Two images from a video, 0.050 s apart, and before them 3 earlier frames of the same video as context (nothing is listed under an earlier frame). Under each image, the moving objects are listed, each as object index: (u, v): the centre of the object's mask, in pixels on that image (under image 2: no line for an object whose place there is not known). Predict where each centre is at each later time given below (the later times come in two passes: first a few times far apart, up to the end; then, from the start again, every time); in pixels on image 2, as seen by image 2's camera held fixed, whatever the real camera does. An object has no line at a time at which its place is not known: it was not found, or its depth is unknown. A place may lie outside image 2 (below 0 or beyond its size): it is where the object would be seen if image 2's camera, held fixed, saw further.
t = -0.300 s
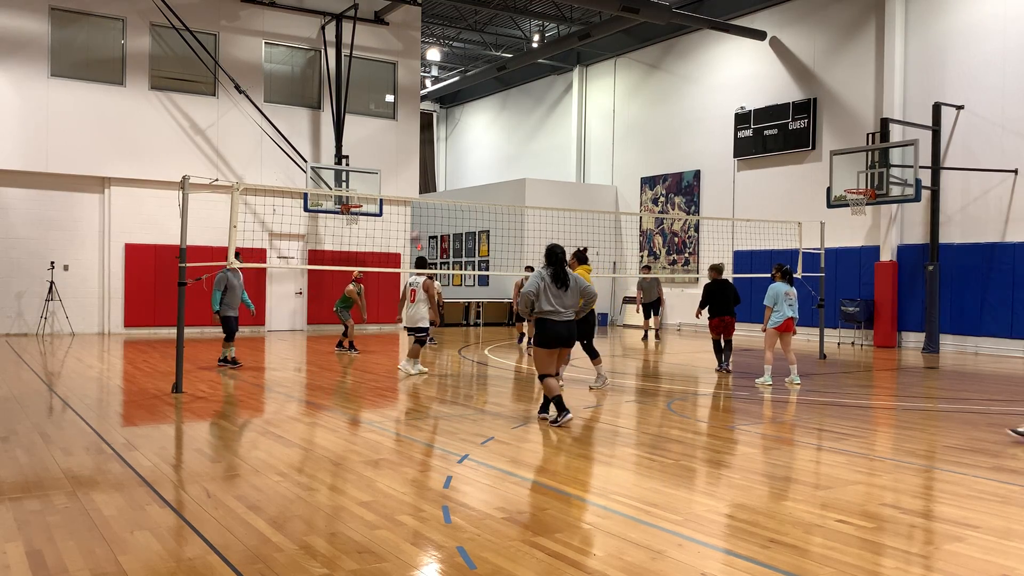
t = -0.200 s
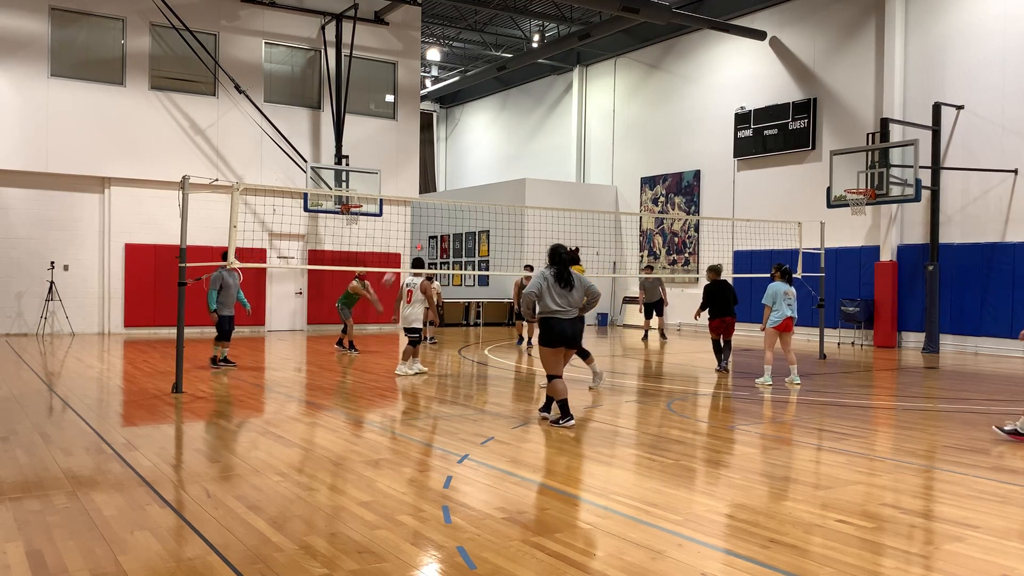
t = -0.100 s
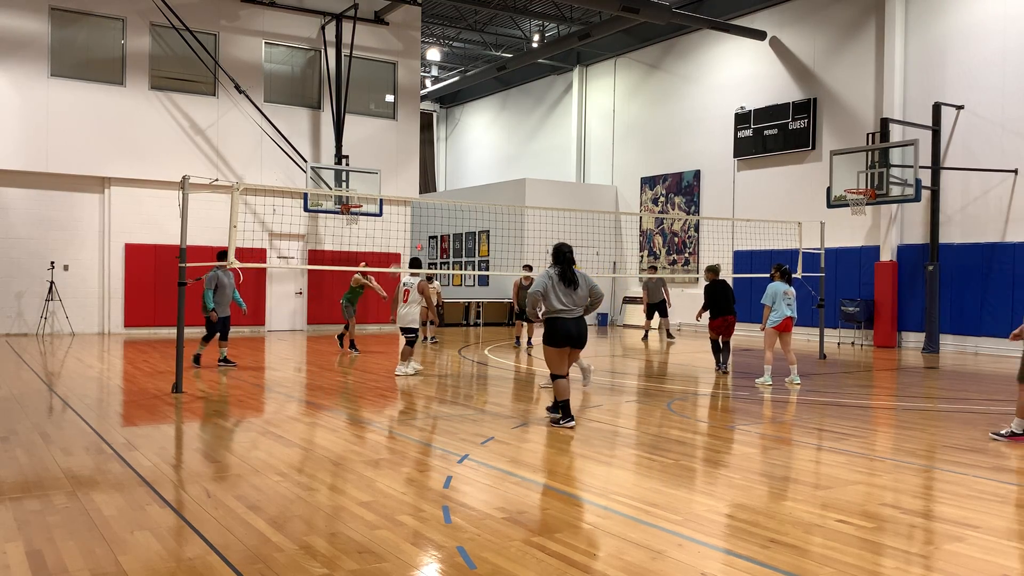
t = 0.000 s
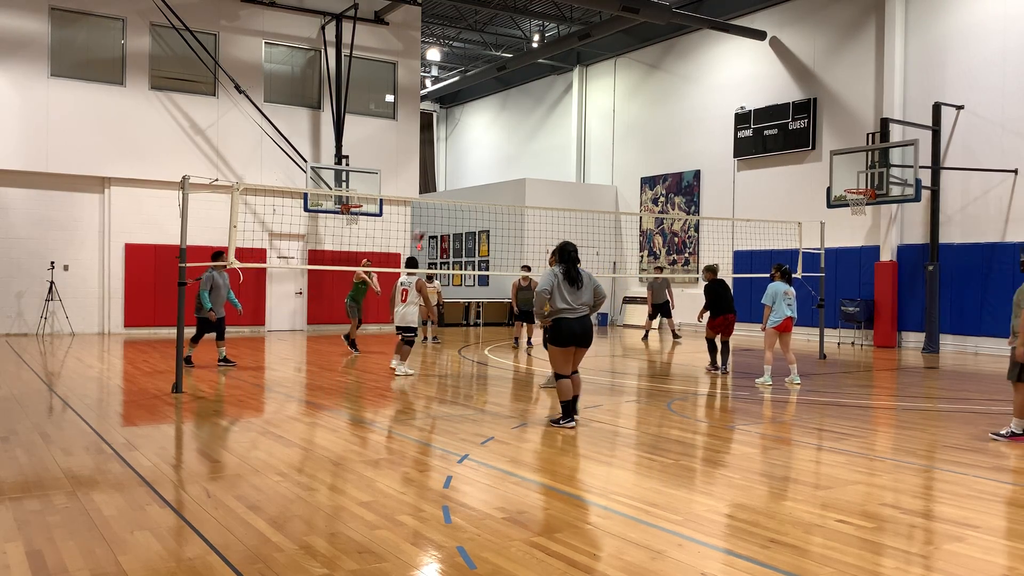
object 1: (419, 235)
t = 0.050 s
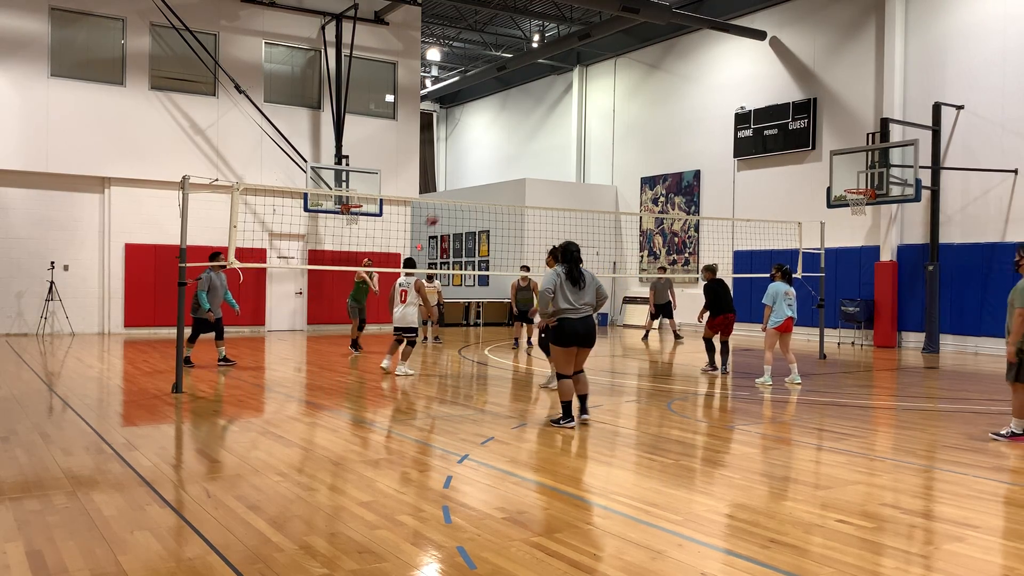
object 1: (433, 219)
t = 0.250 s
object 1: (498, 164)
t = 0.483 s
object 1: (572, 127)
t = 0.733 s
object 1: (670, 129)
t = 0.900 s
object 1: (751, 168)
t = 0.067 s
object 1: (438, 215)
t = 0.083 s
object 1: (443, 211)
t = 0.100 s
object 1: (446, 204)
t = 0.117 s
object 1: (450, 199)
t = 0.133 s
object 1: (454, 194)
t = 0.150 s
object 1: (459, 190)
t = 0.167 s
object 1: (467, 187)
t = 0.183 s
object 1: (473, 182)
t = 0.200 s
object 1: (478, 178)
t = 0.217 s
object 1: (482, 173)
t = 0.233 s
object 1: (486, 169)
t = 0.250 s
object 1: (498, 164)
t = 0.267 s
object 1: (497, 162)
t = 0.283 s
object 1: (504, 158)
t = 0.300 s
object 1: (511, 154)
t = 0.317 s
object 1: (518, 152)
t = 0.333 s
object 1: (523, 149)
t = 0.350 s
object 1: (528, 145)
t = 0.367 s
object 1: (534, 146)
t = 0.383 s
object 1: (536, 138)
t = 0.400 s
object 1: (543, 136)
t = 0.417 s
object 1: (546, 134)
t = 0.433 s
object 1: (555, 131)
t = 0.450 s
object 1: (561, 129)
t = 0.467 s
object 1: (562, 128)
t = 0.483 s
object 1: (572, 127)
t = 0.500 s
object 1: (574, 123)
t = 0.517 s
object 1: (586, 124)
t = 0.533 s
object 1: (593, 121)
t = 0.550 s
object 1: (595, 121)
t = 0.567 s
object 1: (599, 121)
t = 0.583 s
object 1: (605, 121)
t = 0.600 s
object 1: (617, 121)
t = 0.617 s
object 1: (621, 122)
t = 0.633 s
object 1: (630, 120)
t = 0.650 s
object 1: (634, 121)
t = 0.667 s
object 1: (646, 124)
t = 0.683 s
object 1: (649, 124)
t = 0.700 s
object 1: (660, 126)
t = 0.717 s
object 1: (663, 127)
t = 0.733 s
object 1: (670, 129)
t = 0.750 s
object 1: (678, 131)
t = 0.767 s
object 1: (692, 136)
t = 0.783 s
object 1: (700, 138)
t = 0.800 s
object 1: (701, 140)
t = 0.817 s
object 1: (715, 147)
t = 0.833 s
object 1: (717, 148)
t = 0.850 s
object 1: (726, 153)
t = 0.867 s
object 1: (733, 157)
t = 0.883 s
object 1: (742, 162)
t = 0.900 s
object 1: (751, 168)
